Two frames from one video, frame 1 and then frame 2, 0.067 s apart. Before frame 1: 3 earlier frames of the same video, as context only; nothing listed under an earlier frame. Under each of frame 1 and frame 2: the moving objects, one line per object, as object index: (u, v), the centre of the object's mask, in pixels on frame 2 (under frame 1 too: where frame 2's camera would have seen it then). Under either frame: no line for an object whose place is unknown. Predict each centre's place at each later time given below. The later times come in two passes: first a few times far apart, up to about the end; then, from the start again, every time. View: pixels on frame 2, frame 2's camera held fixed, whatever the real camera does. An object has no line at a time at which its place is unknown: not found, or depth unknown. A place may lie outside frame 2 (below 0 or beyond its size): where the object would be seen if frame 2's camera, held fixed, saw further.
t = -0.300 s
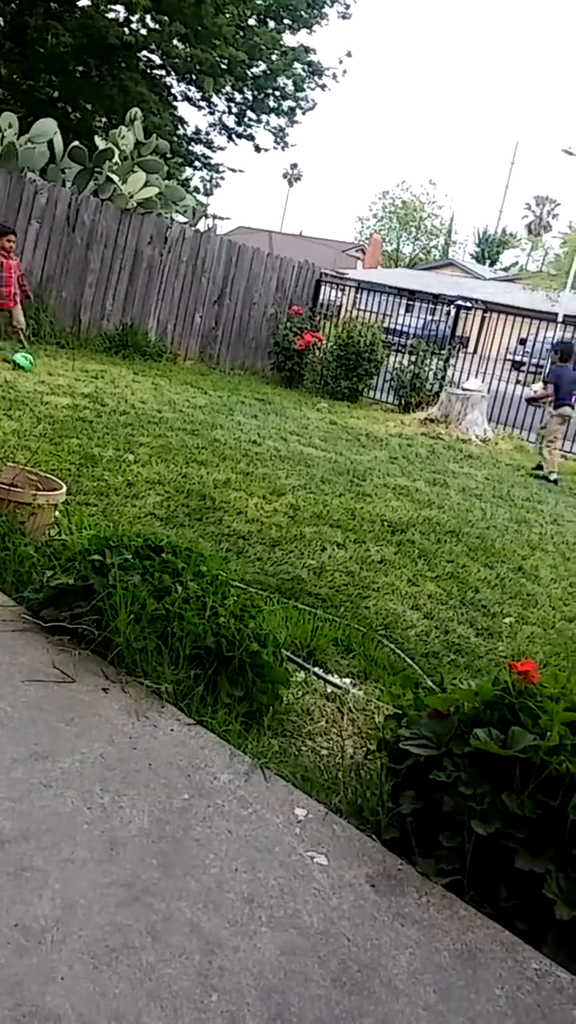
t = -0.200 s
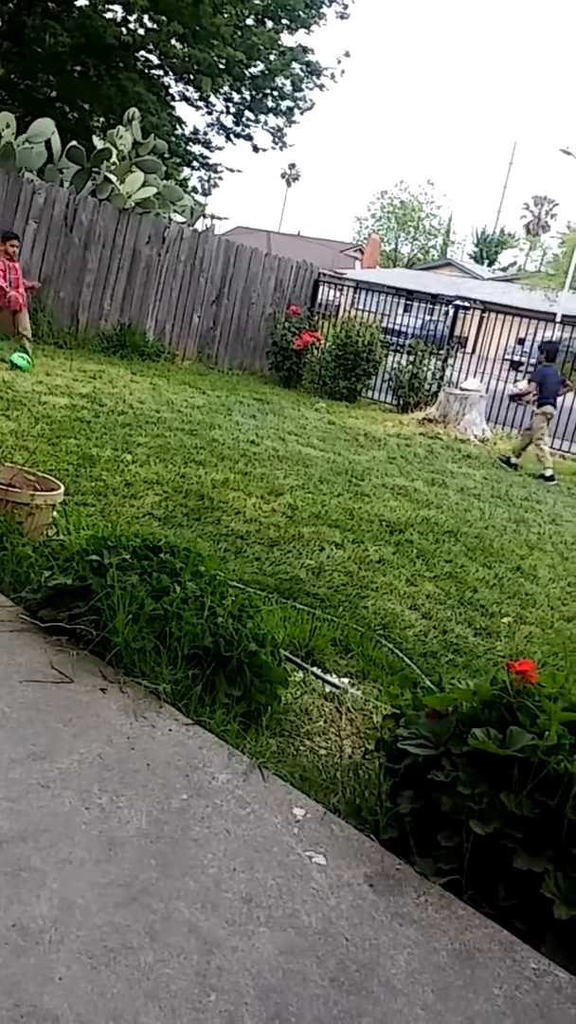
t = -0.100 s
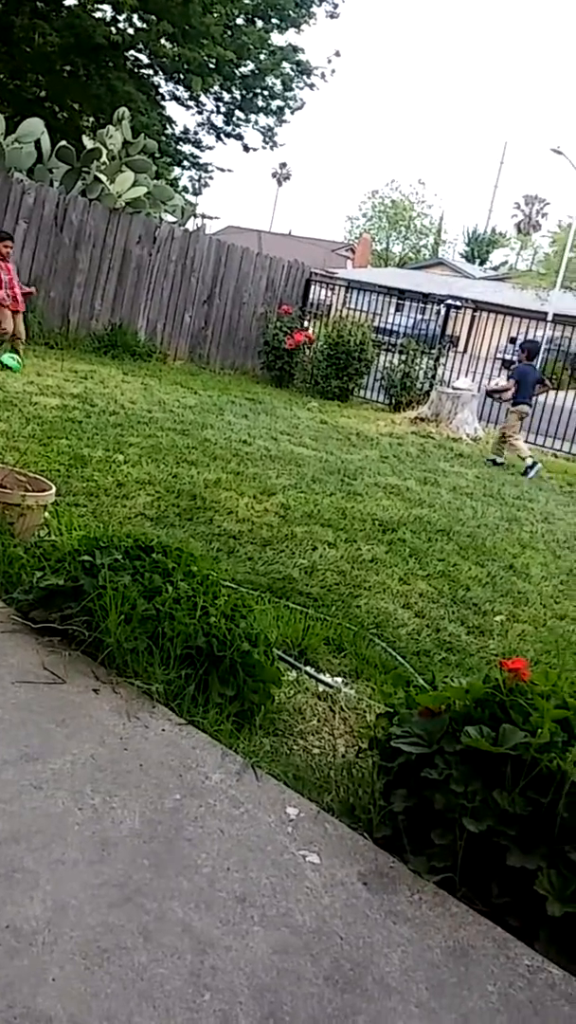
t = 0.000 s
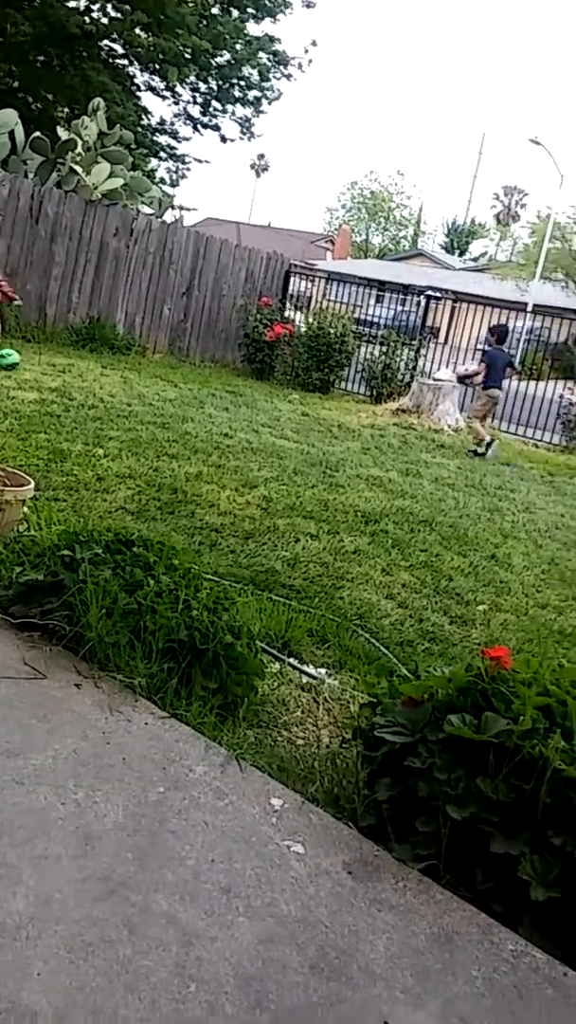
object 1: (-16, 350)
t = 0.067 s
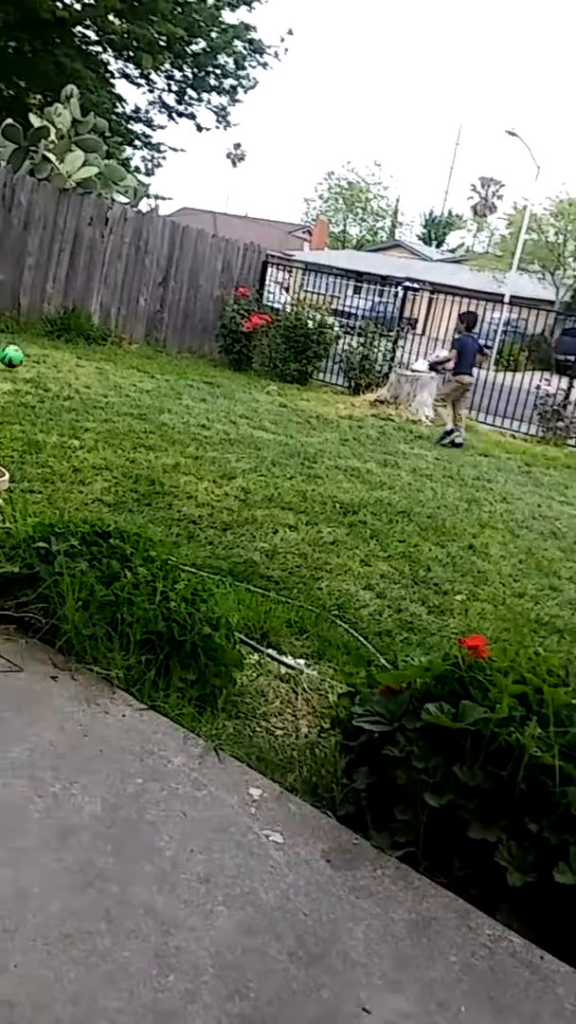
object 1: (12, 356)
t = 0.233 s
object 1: (89, 390)
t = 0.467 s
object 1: (165, 411)
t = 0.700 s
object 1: (219, 428)
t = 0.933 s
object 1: (268, 444)
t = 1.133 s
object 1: (308, 456)
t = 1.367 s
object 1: (359, 469)
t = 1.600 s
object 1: (396, 478)
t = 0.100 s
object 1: (27, 361)
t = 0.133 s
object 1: (44, 367)
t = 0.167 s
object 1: (57, 376)
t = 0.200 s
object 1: (73, 383)
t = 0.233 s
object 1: (89, 390)
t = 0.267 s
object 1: (101, 392)
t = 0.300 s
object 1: (112, 394)
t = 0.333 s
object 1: (123, 396)
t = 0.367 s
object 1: (133, 398)
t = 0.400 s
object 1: (144, 403)
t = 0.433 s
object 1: (154, 406)
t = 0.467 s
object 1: (165, 411)
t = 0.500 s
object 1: (174, 412)
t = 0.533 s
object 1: (181, 413)
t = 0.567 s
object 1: (188, 415)
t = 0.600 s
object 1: (196, 418)
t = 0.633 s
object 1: (205, 422)
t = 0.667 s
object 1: (211, 426)
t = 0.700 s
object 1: (219, 428)
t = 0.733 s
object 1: (227, 430)
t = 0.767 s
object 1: (233, 430)
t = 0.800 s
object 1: (240, 431)
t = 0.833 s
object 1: (248, 434)
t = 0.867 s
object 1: (256, 437)
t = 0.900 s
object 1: (261, 441)
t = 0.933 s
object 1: (268, 444)
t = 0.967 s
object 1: (275, 446)
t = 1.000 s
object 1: (281, 446)
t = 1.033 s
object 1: (289, 448)
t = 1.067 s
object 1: (295, 450)
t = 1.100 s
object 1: (302, 453)
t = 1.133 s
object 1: (308, 456)
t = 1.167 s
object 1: (315, 458)
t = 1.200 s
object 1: (323, 459)
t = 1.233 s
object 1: (329, 461)
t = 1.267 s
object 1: (335, 462)
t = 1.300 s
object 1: (341, 464)
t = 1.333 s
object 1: (349, 467)
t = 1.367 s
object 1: (359, 469)
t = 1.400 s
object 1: (366, 470)
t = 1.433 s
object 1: (371, 471)
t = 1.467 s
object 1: (377, 473)
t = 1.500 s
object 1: (382, 475)
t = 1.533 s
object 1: (387, 476)
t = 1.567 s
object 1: (392, 477)
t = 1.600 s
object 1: (396, 478)
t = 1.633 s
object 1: (400, 477)
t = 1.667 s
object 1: (406, 479)
